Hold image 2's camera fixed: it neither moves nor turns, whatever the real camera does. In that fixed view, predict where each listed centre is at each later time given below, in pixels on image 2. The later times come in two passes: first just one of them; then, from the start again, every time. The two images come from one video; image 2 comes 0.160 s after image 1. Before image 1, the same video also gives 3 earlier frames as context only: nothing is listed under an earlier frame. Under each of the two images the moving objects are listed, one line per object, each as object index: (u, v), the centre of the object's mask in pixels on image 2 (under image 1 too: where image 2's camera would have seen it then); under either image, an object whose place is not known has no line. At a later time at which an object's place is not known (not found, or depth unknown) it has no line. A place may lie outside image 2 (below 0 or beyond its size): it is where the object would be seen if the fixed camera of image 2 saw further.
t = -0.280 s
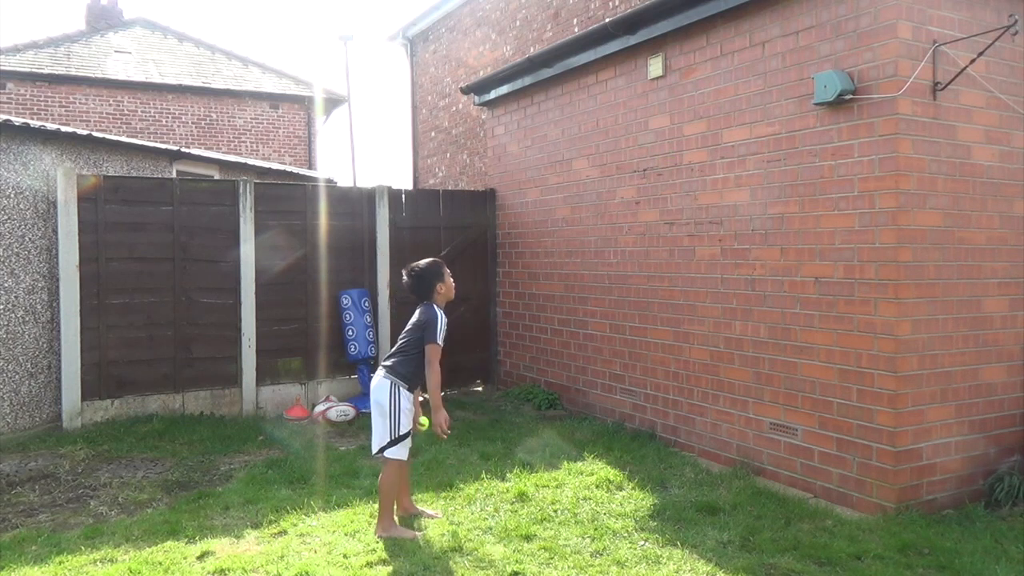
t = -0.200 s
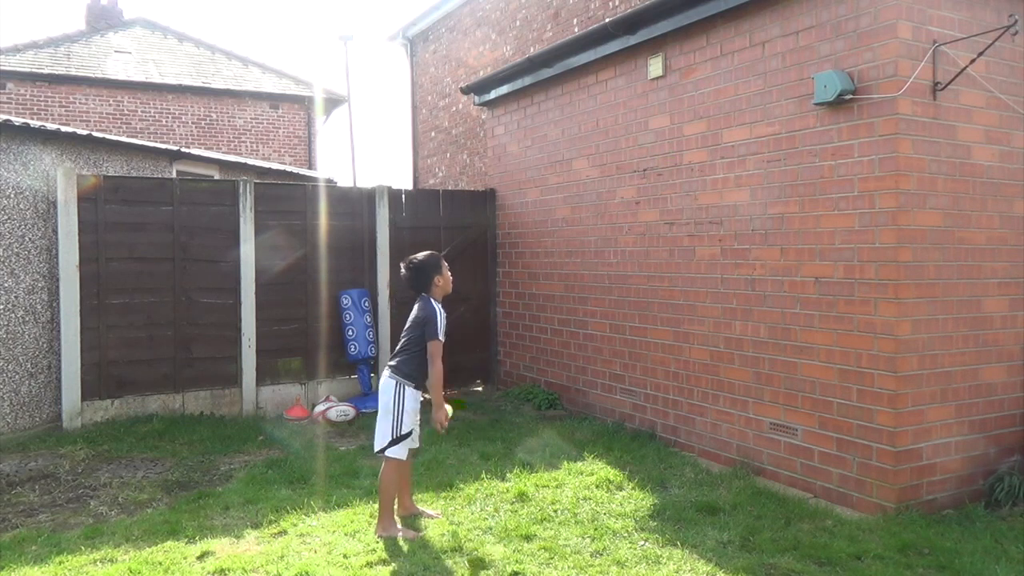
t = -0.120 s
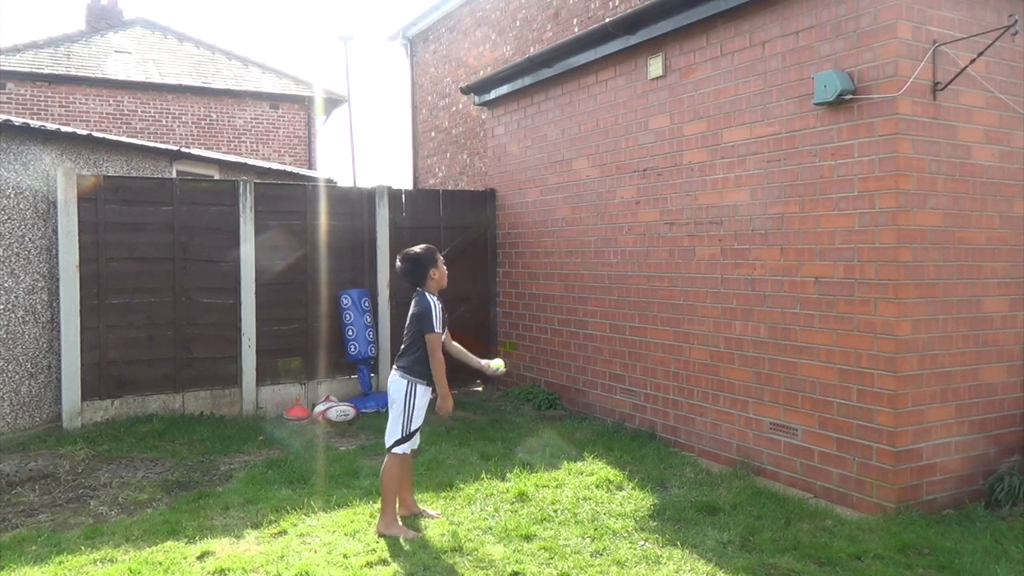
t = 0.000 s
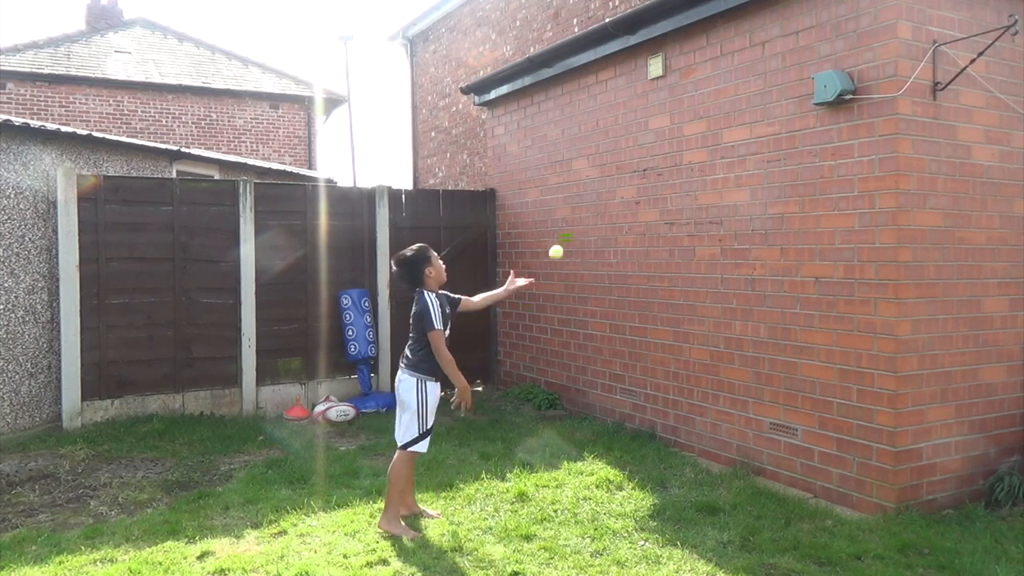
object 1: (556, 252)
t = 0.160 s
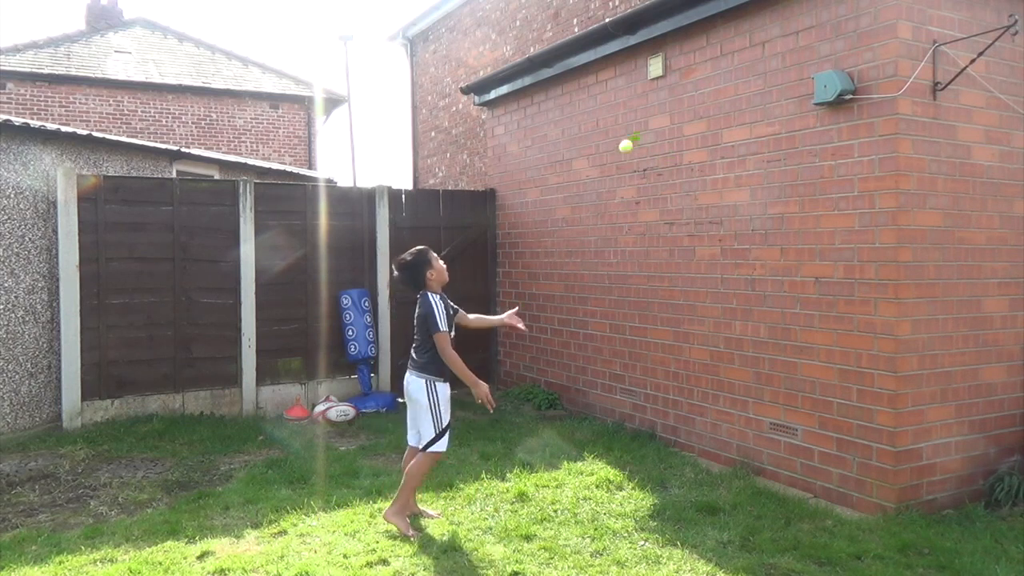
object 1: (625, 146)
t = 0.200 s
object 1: (642, 128)
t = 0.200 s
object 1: (642, 128)
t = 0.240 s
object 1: (659, 113)
